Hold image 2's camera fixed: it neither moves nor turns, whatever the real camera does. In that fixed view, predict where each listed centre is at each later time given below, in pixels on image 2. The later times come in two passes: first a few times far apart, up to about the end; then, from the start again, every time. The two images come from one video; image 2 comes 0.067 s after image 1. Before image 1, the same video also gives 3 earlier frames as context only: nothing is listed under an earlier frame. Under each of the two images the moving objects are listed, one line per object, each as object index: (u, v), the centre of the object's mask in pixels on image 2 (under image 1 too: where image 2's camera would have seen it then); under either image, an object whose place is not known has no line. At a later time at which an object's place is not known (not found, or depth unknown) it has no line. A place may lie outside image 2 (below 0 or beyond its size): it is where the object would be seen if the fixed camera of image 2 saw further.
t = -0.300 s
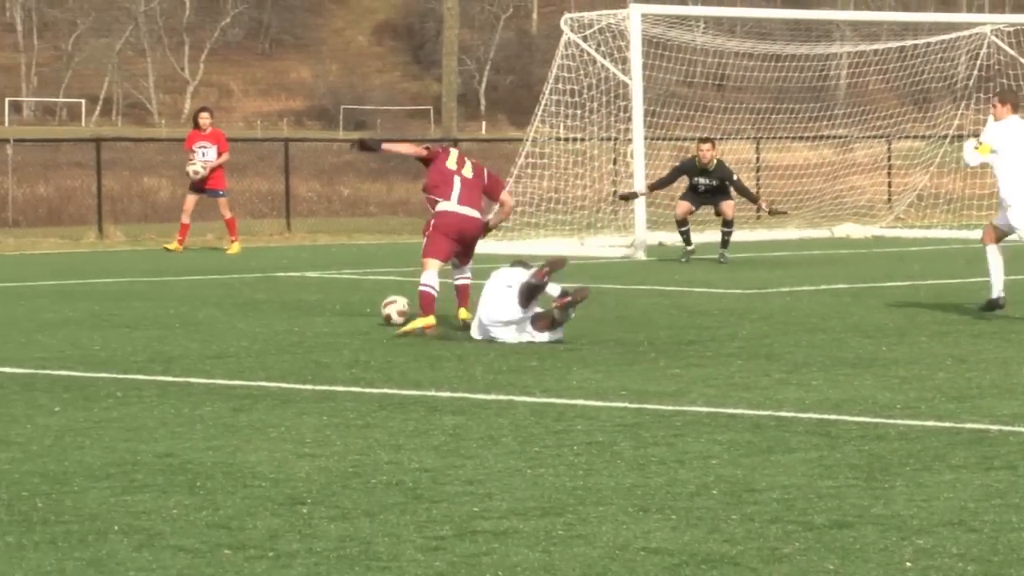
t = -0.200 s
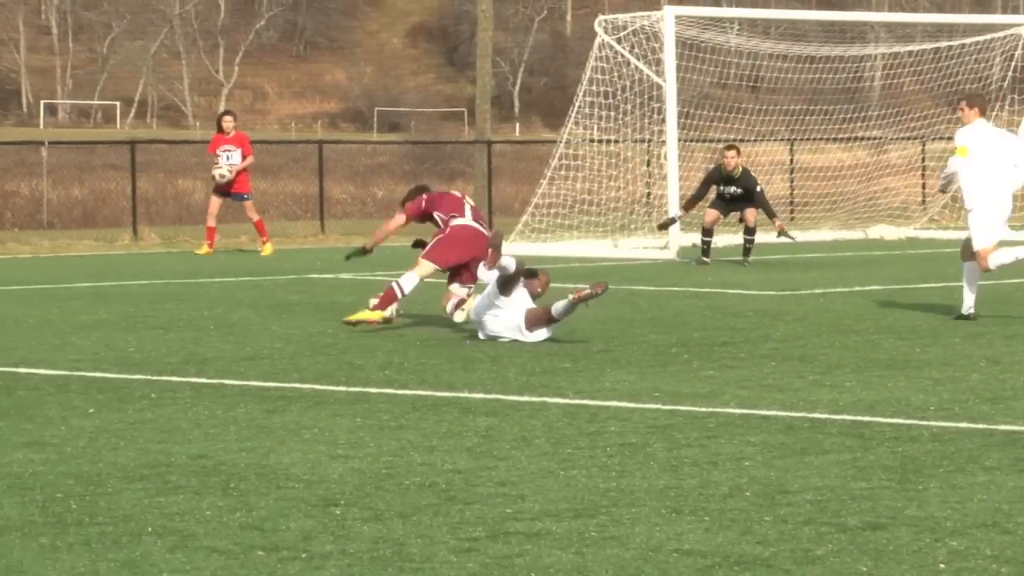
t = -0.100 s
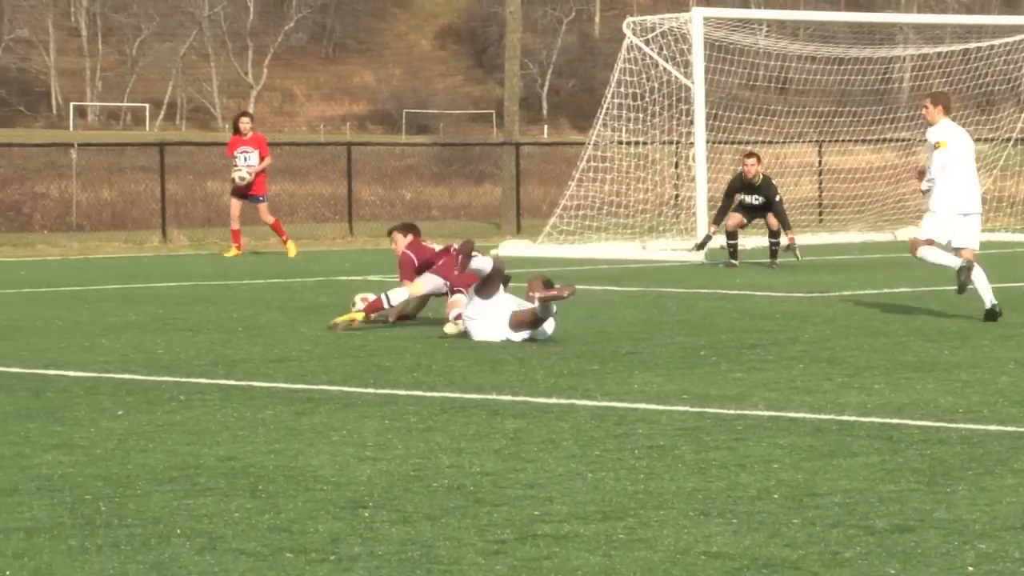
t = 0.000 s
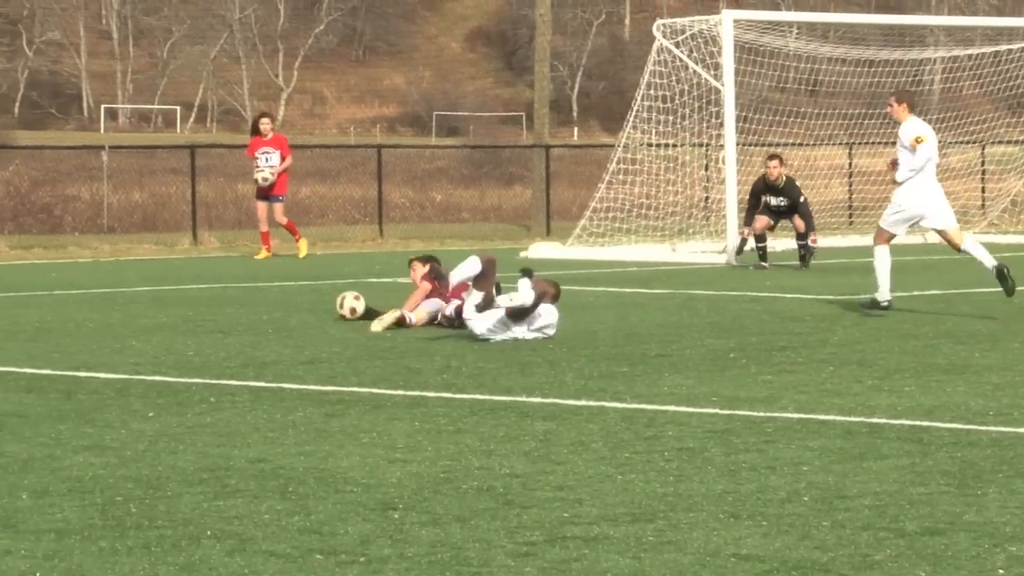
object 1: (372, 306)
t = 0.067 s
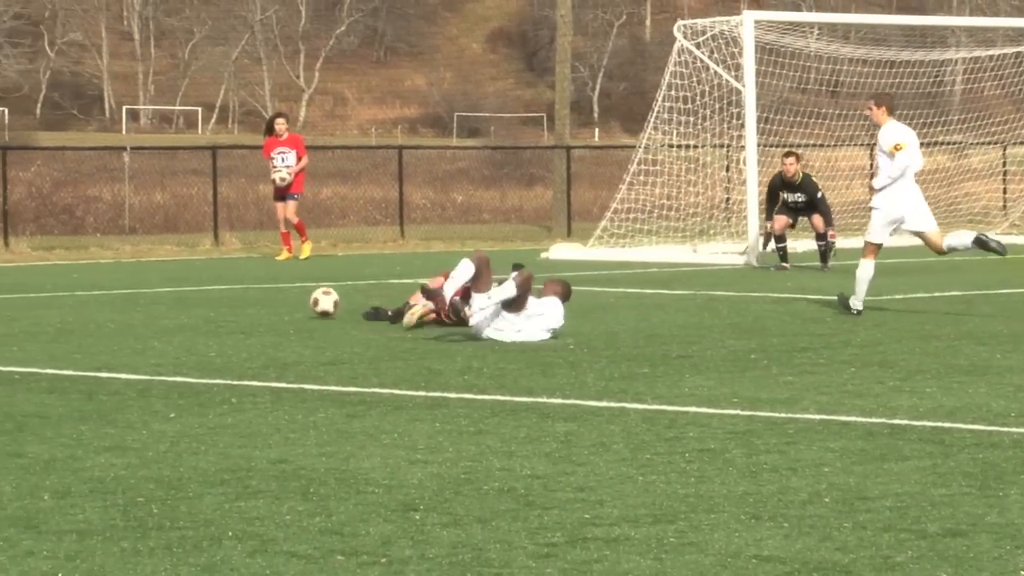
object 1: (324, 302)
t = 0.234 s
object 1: (216, 302)
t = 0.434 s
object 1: (109, 298)
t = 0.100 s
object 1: (301, 302)
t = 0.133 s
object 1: (278, 303)
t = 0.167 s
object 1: (256, 304)
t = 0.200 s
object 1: (235, 302)
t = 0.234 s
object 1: (216, 302)
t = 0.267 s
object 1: (197, 301)
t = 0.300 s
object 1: (178, 301)
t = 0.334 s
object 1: (160, 300)
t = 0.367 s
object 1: (143, 299)
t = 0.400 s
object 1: (126, 298)
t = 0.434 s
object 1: (109, 298)
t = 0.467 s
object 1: (92, 297)
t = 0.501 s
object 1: (76, 296)
